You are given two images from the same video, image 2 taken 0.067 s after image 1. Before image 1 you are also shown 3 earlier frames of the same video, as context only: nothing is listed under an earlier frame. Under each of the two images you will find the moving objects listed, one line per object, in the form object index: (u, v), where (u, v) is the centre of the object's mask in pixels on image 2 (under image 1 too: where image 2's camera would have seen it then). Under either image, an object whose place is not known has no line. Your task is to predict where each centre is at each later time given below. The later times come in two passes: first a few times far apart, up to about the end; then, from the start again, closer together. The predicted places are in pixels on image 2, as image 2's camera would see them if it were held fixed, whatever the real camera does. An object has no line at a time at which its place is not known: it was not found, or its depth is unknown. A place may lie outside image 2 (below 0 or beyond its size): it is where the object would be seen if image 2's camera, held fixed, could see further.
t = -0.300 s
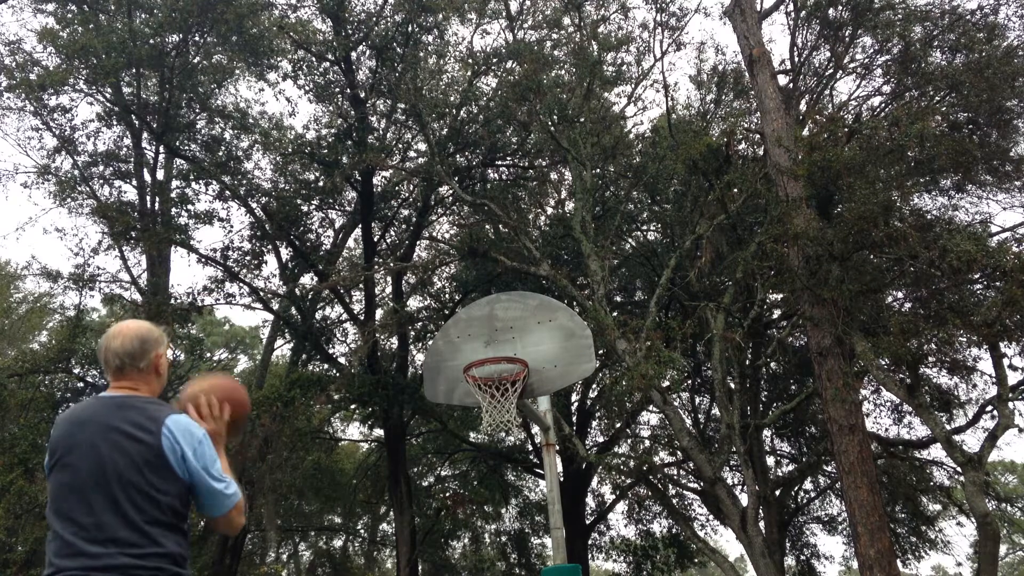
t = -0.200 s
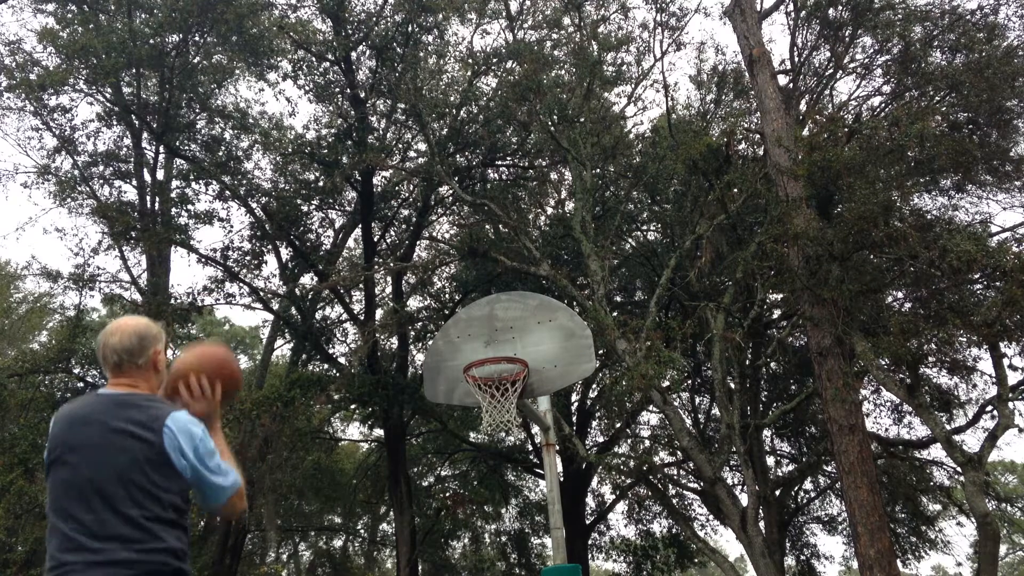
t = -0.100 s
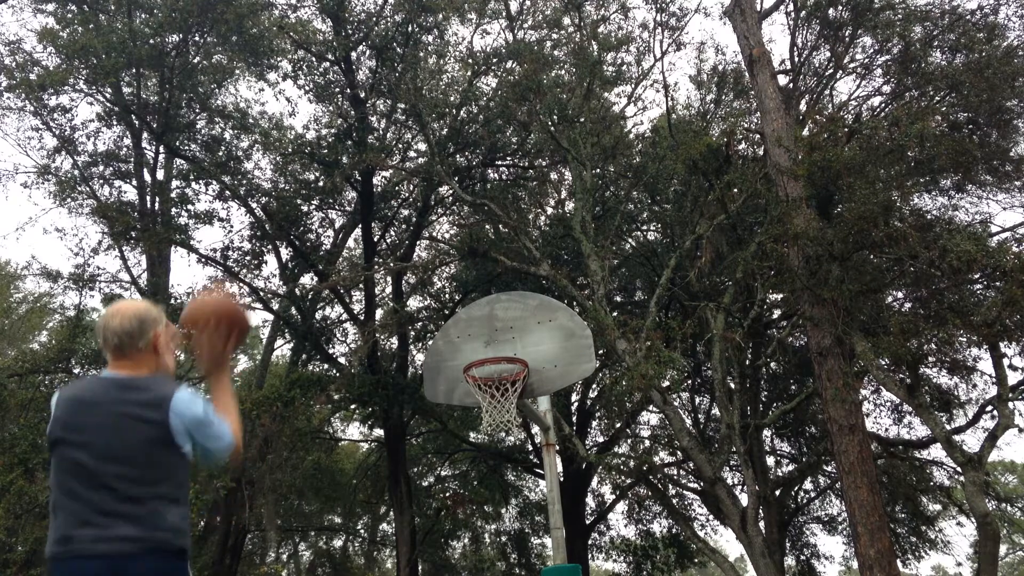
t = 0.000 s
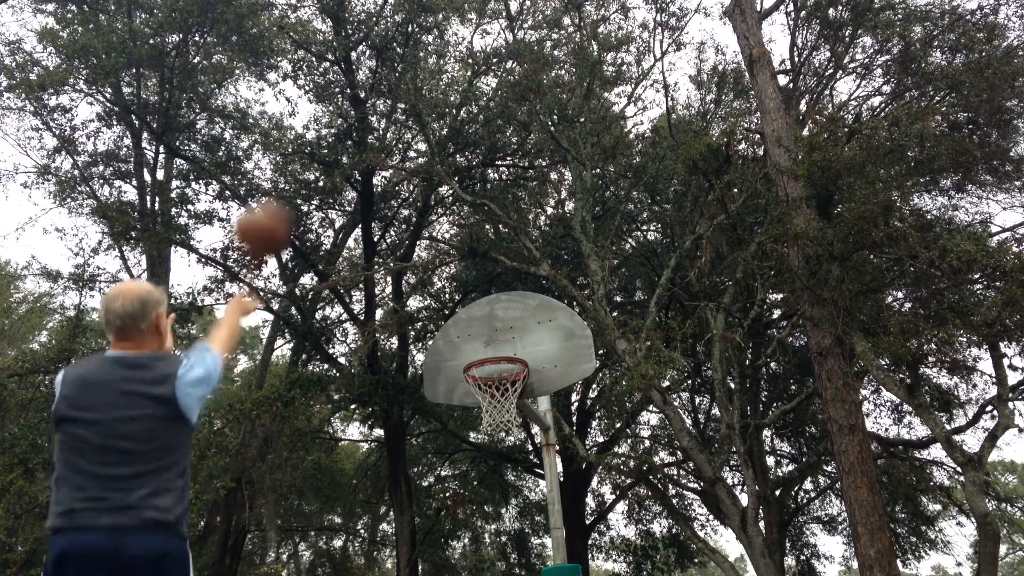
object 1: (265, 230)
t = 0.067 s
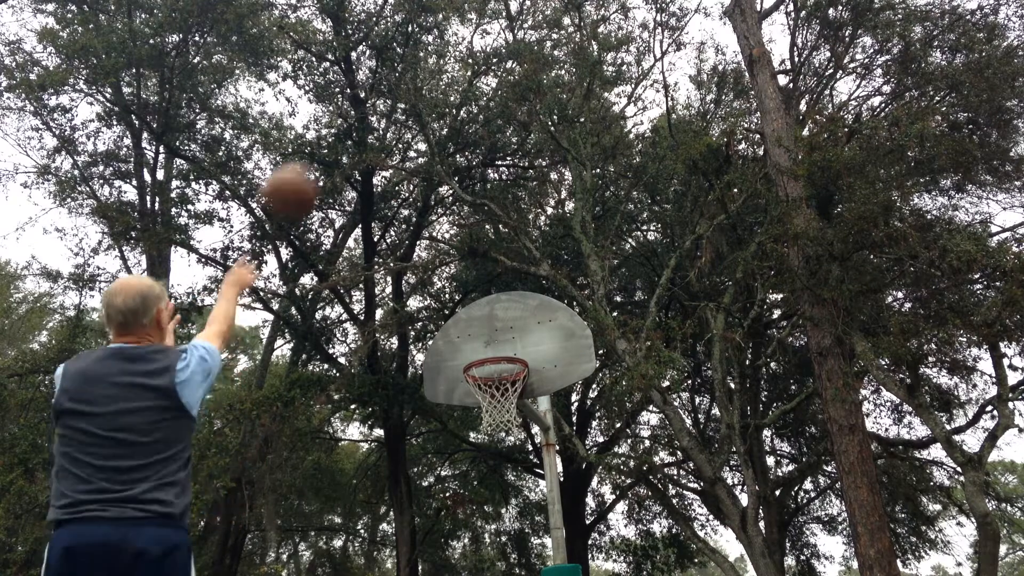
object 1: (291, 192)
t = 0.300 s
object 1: (364, 139)
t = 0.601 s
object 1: (434, 190)
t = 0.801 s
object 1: (472, 279)
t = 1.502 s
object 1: (486, 513)
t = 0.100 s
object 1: (305, 175)
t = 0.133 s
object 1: (316, 165)
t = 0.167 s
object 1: (327, 154)
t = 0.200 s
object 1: (338, 147)
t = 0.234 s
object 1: (347, 144)
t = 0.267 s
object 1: (357, 141)
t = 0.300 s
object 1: (364, 139)
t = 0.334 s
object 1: (373, 140)
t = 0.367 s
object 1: (381, 142)
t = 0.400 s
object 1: (389, 146)
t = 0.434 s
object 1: (397, 150)
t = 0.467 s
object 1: (405, 156)
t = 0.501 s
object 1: (414, 164)
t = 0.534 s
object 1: (421, 173)
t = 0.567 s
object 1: (426, 180)
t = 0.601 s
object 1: (434, 190)
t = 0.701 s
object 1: (456, 234)
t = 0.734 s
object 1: (461, 247)
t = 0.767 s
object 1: (466, 262)
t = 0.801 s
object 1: (472, 279)
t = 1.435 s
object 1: (488, 478)
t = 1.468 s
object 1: (487, 495)
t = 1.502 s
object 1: (486, 513)
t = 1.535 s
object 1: (486, 539)
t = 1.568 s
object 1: (485, 560)
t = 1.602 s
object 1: (485, 570)
